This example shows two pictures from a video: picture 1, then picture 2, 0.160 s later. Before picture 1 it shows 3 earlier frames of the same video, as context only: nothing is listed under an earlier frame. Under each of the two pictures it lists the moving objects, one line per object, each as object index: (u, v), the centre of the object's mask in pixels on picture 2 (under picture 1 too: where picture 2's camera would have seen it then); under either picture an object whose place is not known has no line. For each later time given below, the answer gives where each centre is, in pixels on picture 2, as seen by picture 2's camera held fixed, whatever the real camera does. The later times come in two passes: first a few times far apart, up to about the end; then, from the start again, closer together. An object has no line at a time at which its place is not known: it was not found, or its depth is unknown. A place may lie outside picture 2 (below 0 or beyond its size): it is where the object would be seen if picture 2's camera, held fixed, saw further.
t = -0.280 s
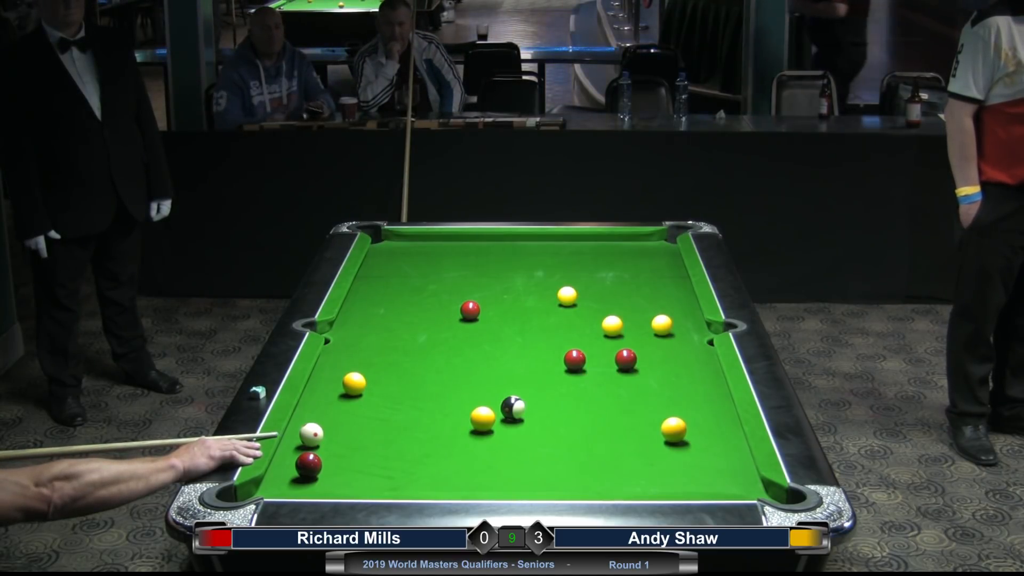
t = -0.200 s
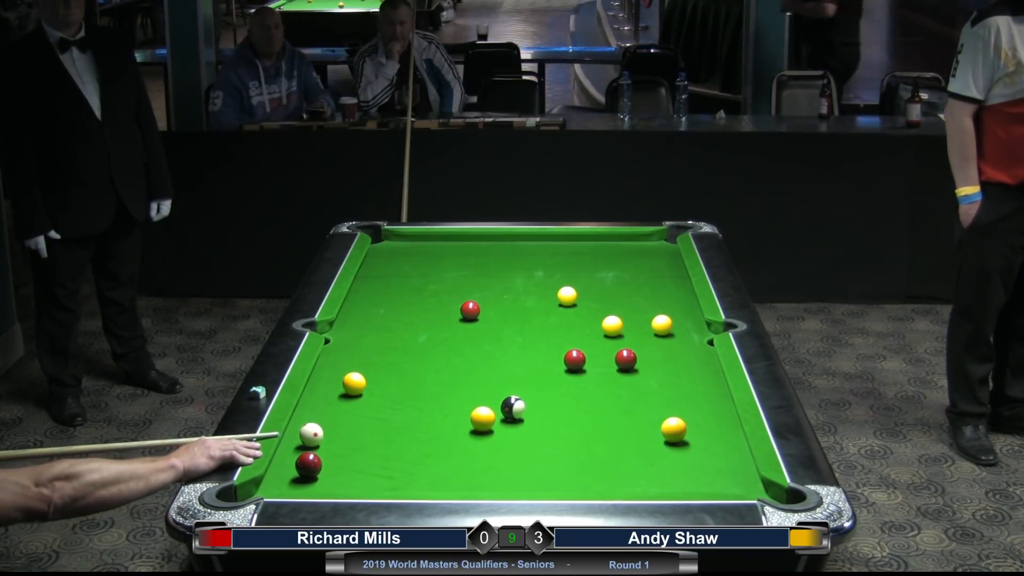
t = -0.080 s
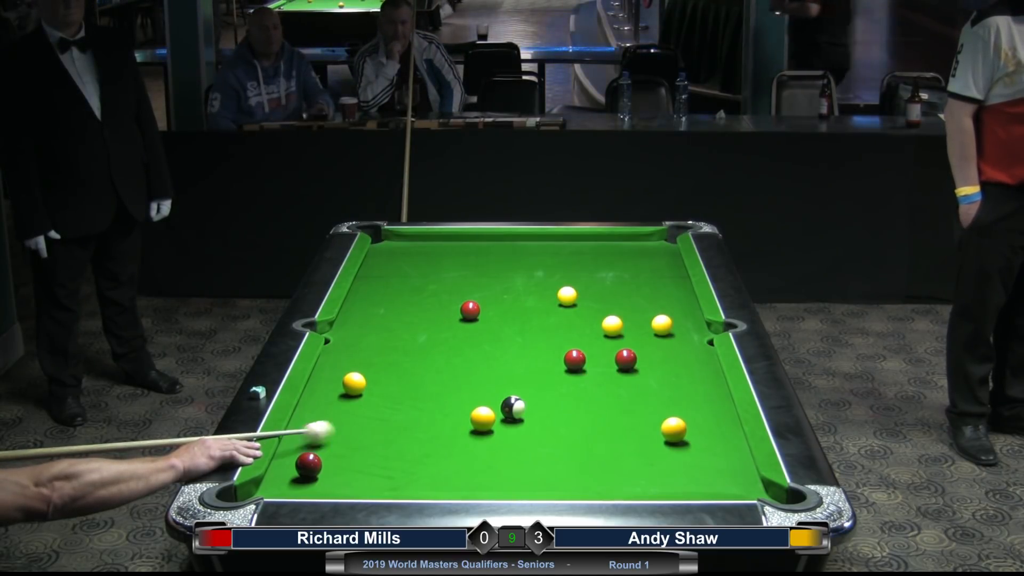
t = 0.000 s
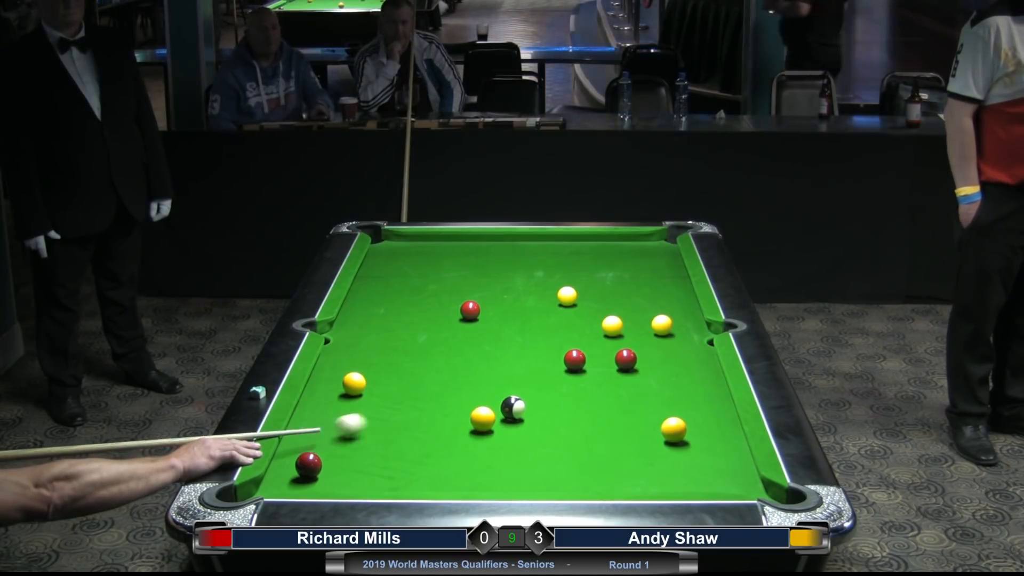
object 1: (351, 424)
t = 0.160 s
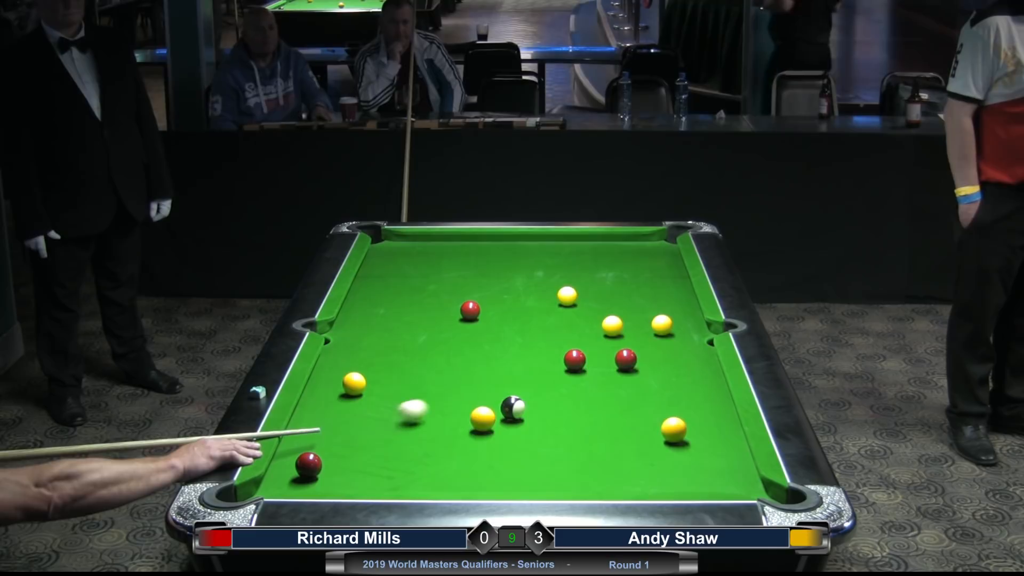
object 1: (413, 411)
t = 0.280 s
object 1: (457, 400)
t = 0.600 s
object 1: (564, 375)
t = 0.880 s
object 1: (619, 366)
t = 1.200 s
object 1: (643, 367)
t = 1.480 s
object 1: (660, 368)
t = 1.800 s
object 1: (674, 368)
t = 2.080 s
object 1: (683, 369)
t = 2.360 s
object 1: (689, 370)
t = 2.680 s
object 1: (691, 370)
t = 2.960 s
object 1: (691, 370)
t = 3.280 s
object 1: (691, 370)
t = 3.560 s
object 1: (691, 370)
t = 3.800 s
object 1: (695, 369)
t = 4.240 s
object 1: (689, 370)
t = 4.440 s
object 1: (691, 370)
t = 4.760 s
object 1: (691, 370)
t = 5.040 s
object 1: (691, 370)
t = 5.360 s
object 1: (691, 370)
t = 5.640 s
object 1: (691, 370)
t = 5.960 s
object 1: (691, 370)
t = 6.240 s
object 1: (691, 370)
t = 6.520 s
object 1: (691, 370)
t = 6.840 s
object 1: (691, 370)
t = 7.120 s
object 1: (691, 370)
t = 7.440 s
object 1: (691, 370)
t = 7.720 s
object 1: (691, 370)
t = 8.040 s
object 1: (691, 370)
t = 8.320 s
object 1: (691, 370)
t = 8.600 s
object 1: (691, 370)
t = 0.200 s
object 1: (428, 406)
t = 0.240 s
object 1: (442, 403)
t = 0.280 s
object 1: (457, 400)
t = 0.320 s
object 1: (471, 397)
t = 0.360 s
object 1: (485, 394)
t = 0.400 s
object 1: (498, 390)
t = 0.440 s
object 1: (512, 386)
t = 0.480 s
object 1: (526, 385)
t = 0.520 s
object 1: (539, 381)
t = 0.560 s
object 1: (551, 379)
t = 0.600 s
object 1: (564, 375)
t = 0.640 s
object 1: (576, 373)
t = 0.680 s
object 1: (588, 369)
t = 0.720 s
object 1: (601, 367)
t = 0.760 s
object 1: (610, 366)
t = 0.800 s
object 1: (613, 366)
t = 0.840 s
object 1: (616, 366)
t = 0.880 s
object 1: (619, 366)
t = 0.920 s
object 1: (622, 366)
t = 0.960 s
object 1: (625, 366)
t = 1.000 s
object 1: (628, 366)
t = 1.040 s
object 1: (631, 366)
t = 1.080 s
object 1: (634, 367)
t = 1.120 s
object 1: (637, 367)
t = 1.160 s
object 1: (640, 367)
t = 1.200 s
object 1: (643, 367)
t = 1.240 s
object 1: (645, 367)
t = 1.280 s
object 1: (648, 368)
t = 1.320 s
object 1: (650, 368)
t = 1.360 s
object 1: (653, 368)
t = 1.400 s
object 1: (655, 368)
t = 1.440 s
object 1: (657, 368)
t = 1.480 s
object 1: (660, 368)
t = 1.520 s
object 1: (661, 368)
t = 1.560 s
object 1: (663, 368)
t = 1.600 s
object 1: (665, 368)
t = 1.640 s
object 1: (668, 368)
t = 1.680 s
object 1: (669, 368)
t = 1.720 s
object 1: (671, 368)
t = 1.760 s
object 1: (673, 368)
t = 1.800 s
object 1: (674, 368)
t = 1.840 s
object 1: (676, 368)
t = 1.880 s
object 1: (677, 369)
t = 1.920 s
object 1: (679, 369)
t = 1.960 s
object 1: (680, 369)
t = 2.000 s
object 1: (681, 369)
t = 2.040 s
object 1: (682, 369)
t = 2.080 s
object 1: (683, 369)
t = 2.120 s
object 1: (685, 369)
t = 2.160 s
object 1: (685, 369)
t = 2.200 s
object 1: (686, 369)
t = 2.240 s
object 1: (687, 369)
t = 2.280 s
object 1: (688, 369)
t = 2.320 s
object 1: (688, 369)
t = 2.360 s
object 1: (689, 370)
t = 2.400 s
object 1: (689, 370)
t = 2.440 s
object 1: (690, 370)
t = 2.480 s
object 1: (690, 370)
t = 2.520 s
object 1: (690, 370)
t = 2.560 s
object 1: (691, 370)
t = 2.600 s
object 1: (691, 370)
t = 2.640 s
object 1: (691, 370)
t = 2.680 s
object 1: (691, 370)
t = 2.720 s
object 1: (691, 370)
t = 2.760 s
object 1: (691, 370)
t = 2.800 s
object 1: (691, 370)
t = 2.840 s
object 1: (691, 370)
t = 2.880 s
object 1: (691, 370)
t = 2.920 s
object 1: (691, 370)
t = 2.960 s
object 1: (691, 370)
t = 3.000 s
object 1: (691, 370)
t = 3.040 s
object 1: (691, 370)
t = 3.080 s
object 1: (691, 370)
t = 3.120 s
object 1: (691, 370)
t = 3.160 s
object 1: (691, 370)
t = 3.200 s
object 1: (691, 370)
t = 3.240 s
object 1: (691, 370)
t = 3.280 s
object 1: (691, 370)
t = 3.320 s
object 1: (691, 370)
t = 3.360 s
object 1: (691, 370)
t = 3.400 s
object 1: (691, 370)
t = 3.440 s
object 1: (691, 370)
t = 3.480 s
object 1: (691, 370)
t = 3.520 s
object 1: (691, 370)
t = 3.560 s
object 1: (691, 370)
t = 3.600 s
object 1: (691, 370)
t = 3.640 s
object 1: (691, 370)
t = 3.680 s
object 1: (691, 370)
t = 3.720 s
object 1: (691, 370)
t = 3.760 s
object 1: (691, 370)
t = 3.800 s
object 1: (695, 369)
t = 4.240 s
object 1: (689, 370)
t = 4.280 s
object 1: (692, 370)
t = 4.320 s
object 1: (691, 370)
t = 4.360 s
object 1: (691, 370)
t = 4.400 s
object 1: (691, 370)
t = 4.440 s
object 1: (691, 370)
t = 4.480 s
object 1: (691, 370)
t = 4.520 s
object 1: (691, 370)
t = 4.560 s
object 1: (691, 370)
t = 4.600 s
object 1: (691, 370)
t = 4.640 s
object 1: (691, 370)
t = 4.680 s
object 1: (691, 370)
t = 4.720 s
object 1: (691, 370)
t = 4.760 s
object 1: (691, 370)
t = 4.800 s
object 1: (691, 370)
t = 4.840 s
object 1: (691, 370)
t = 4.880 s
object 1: (691, 370)
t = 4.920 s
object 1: (691, 370)
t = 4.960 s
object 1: (691, 370)
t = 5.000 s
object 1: (691, 370)
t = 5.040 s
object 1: (691, 370)
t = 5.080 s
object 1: (691, 370)
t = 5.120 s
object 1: (691, 370)
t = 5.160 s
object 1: (691, 370)
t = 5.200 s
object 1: (691, 370)
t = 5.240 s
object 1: (691, 370)
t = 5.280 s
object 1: (691, 370)
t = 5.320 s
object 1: (691, 370)
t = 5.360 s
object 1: (691, 370)
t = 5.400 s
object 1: (691, 370)
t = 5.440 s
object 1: (691, 370)
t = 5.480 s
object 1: (691, 370)
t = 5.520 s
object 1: (691, 370)
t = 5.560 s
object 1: (691, 370)
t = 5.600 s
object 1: (691, 370)
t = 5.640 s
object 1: (691, 370)
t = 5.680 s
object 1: (691, 370)
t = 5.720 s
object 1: (691, 370)
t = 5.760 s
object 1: (691, 370)
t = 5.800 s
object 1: (691, 370)
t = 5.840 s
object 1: (691, 370)
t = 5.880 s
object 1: (691, 370)
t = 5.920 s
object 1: (691, 370)
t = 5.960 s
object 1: (691, 370)
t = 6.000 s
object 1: (691, 370)
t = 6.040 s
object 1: (691, 370)
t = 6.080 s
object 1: (691, 370)
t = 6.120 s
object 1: (691, 370)
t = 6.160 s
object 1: (691, 370)
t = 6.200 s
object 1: (691, 370)
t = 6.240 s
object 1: (691, 370)
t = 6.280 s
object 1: (691, 370)
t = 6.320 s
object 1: (691, 370)
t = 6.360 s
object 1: (691, 370)
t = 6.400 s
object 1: (691, 370)
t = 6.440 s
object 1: (691, 370)
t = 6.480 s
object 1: (691, 370)
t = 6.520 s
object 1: (691, 370)
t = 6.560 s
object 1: (691, 370)
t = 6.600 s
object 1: (691, 370)
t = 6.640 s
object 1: (691, 370)
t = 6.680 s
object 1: (691, 370)
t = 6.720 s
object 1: (691, 370)
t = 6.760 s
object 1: (691, 370)
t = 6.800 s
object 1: (691, 370)
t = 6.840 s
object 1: (691, 370)
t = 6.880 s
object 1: (691, 370)
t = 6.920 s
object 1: (691, 370)
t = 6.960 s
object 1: (691, 370)
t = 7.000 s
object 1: (691, 370)
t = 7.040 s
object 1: (691, 370)
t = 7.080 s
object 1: (691, 370)
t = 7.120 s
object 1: (691, 370)
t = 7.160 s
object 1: (691, 370)
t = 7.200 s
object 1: (691, 370)
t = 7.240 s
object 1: (691, 370)
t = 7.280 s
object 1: (691, 370)
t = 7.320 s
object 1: (691, 370)
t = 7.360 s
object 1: (691, 370)
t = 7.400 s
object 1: (691, 370)
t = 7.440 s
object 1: (691, 370)
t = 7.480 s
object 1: (691, 370)
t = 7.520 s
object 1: (691, 370)
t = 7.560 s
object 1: (691, 370)
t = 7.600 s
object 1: (691, 370)
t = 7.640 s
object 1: (691, 370)
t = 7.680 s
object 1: (691, 370)
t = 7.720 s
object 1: (691, 370)
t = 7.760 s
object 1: (691, 370)
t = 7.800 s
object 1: (691, 370)
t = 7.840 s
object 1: (691, 370)
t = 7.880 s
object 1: (691, 370)
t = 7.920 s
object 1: (691, 370)
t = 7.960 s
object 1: (691, 370)
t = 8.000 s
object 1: (691, 370)
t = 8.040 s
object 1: (691, 370)
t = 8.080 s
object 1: (691, 370)
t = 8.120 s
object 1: (691, 370)
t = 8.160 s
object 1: (691, 370)
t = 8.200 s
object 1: (691, 370)
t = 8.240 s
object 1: (691, 370)
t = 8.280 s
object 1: (691, 370)
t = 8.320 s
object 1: (691, 370)
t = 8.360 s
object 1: (691, 370)
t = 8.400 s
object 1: (691, 370)
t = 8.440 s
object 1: (691, 370)
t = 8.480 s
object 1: (691, 370)
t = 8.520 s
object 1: (691, 370)
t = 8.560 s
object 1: (691, 370)
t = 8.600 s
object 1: (691, 370)
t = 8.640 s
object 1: (691, 370)
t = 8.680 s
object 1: (691, 370)
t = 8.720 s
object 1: (691, 370)
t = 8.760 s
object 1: (691, 370)
